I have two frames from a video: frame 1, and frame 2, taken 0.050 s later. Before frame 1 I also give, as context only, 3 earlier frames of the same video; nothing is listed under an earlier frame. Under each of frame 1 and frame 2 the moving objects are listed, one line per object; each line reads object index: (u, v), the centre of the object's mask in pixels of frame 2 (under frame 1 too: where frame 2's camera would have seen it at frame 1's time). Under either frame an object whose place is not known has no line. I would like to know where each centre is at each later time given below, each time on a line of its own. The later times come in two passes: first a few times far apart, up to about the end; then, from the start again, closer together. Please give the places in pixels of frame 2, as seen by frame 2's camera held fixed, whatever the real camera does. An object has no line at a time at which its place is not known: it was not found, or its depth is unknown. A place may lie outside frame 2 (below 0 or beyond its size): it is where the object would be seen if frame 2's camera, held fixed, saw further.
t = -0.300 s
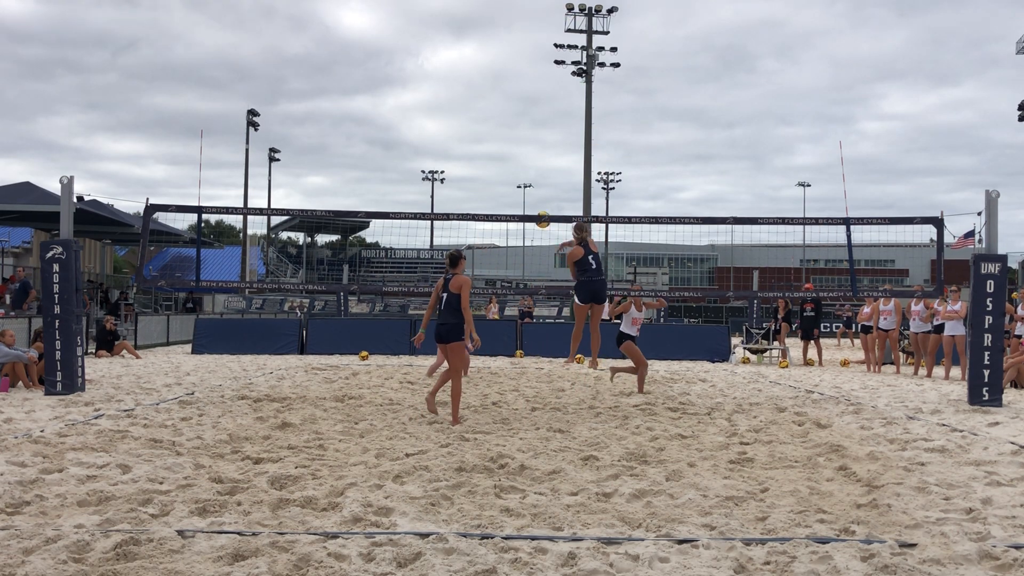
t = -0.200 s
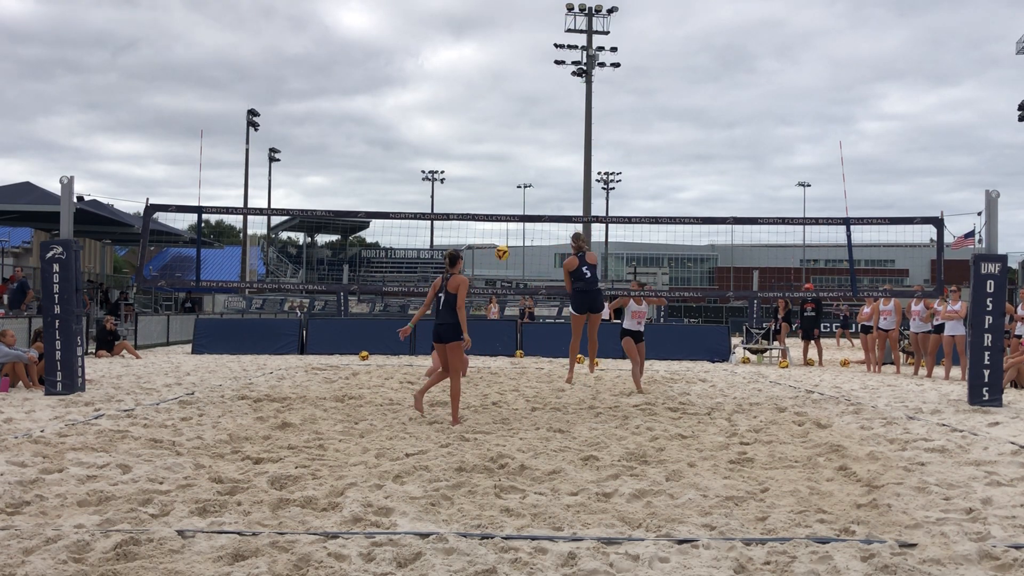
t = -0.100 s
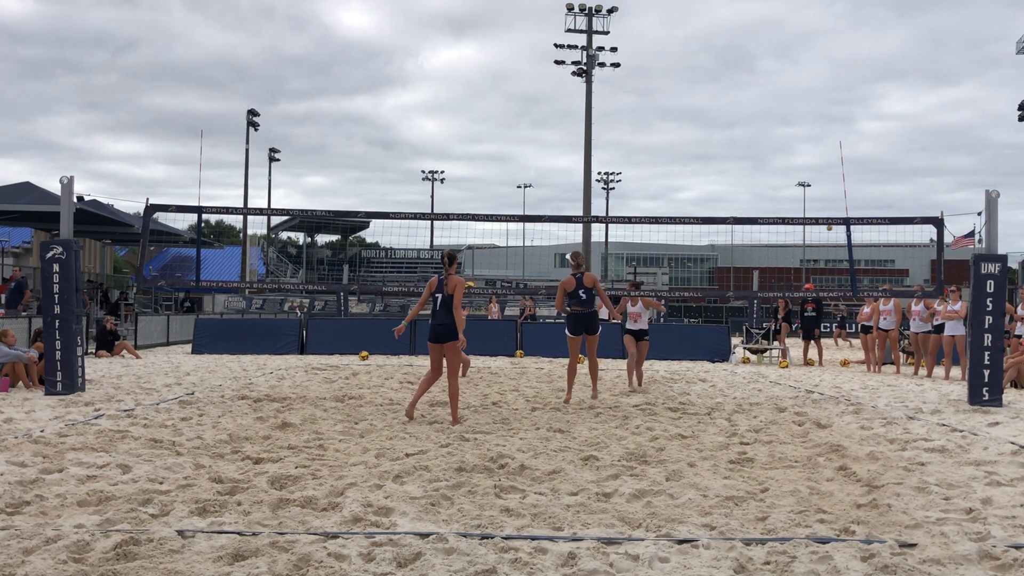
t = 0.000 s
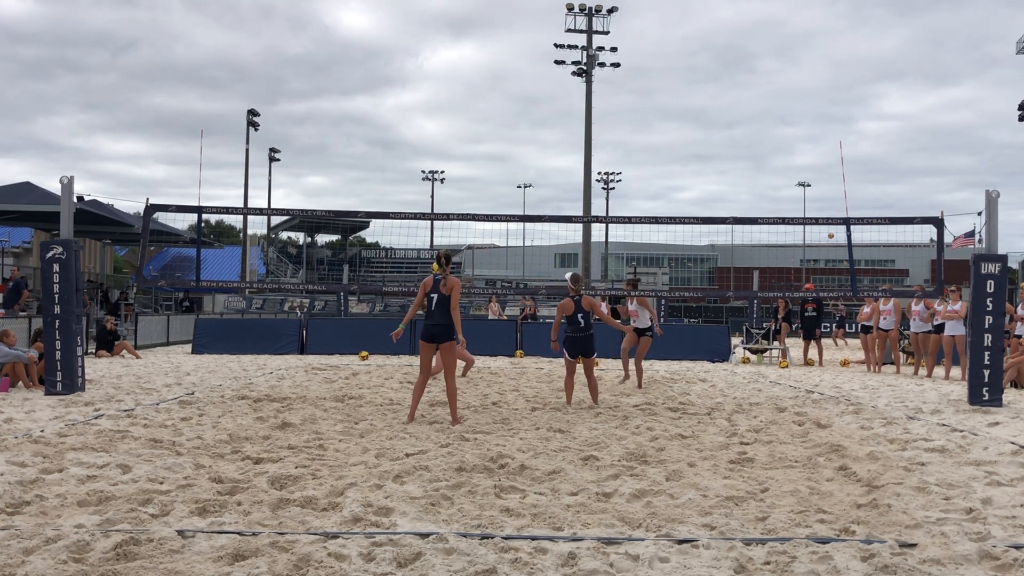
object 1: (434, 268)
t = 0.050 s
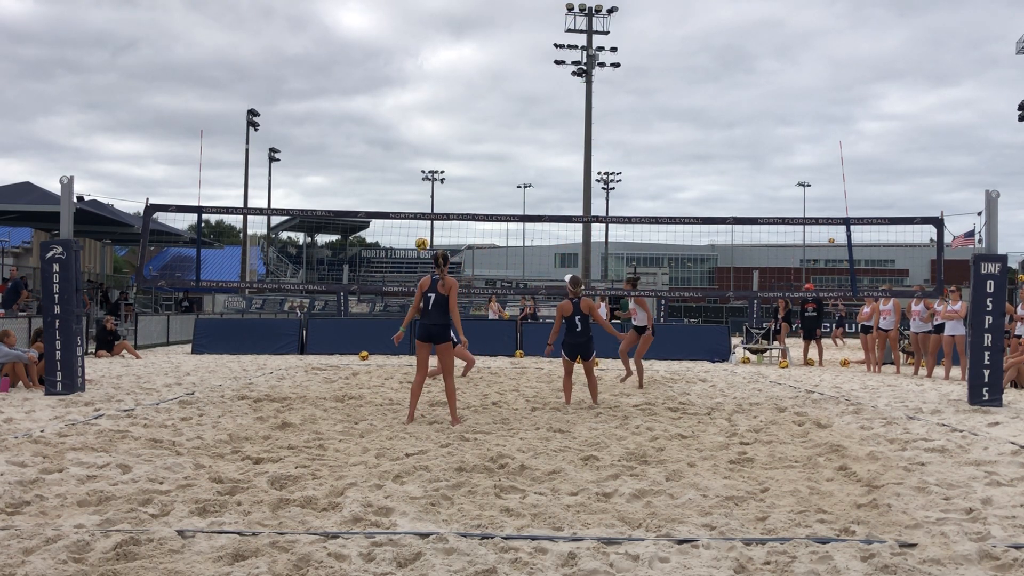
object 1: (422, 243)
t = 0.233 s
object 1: (361, 172)
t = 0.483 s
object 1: (279, 112)
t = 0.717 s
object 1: (205, 92)
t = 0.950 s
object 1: (134, 106)
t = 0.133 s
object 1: (394, 207)
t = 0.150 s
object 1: (389, 202)
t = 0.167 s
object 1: (383, 196)
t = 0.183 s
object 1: (378, 189)
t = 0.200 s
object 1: (372, 184)
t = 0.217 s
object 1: (367, 178)
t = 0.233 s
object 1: (361, 172)
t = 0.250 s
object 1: (356, 167)
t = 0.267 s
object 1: (350, 162)
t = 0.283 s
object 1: (345, 157)
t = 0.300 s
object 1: (339, 152)
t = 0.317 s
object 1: (334, 147)
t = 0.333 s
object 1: (328, 143)
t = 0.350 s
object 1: (323, 139)
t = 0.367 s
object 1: (318, 135)
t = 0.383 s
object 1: (312, 131)
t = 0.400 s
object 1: (307, 127)
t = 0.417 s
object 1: (301, 124)
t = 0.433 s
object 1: (296, 121)
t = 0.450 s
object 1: (290, 118)
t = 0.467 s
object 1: (285, 115)
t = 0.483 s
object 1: (279, 112)
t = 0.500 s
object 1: (274, 109)
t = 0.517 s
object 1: (268, 107)
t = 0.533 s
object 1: (263, 105)
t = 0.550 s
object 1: (258, 103)
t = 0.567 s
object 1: (252, 101)
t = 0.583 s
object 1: (247, 99)
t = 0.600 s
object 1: (242, 98)
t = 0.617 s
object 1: (237, 96)
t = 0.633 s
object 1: (231, 96)
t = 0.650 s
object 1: (226, 94)
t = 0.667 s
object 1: (221, 94)
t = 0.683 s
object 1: (216, 93)
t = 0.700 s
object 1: (210, 93)
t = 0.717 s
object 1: (205, 92)
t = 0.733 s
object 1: (200, 92)
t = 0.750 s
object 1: (195, 92)
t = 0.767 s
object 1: (190, 93)
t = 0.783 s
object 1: (184, 93)
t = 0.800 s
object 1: (179, 93)
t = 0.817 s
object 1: (174, 94)
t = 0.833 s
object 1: (169, 95)
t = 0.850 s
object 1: (164, 96)
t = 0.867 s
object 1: (159, 97)
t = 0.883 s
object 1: (154, 99)
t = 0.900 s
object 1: (149, 100)
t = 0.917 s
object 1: (144, 102)
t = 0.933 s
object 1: (139, 103)
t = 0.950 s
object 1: (134, 106)
